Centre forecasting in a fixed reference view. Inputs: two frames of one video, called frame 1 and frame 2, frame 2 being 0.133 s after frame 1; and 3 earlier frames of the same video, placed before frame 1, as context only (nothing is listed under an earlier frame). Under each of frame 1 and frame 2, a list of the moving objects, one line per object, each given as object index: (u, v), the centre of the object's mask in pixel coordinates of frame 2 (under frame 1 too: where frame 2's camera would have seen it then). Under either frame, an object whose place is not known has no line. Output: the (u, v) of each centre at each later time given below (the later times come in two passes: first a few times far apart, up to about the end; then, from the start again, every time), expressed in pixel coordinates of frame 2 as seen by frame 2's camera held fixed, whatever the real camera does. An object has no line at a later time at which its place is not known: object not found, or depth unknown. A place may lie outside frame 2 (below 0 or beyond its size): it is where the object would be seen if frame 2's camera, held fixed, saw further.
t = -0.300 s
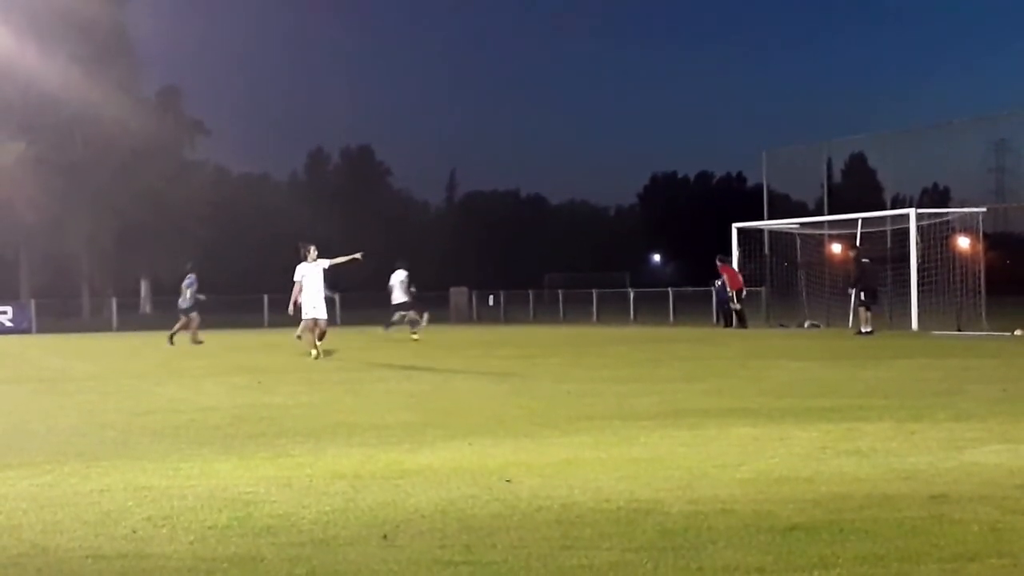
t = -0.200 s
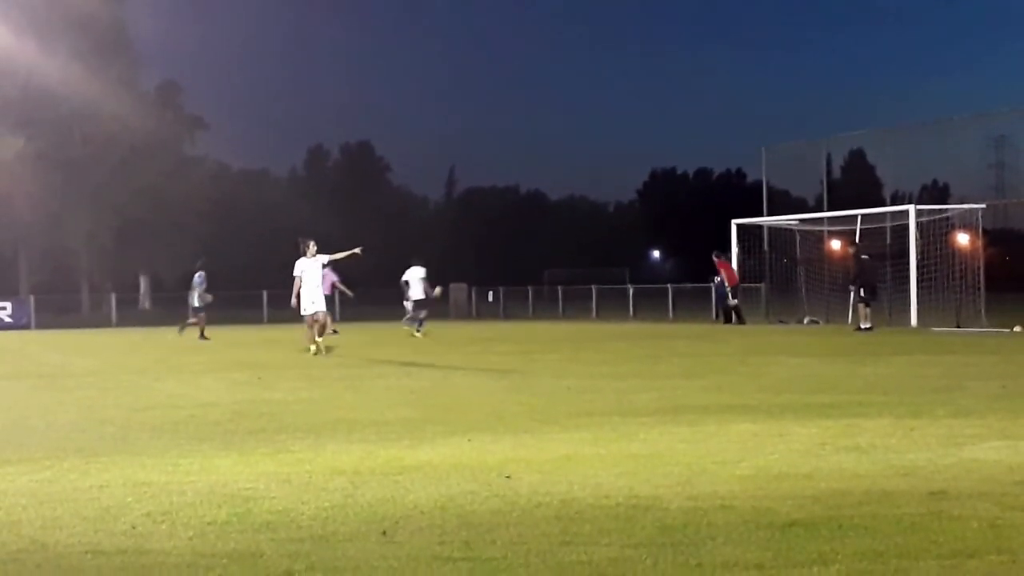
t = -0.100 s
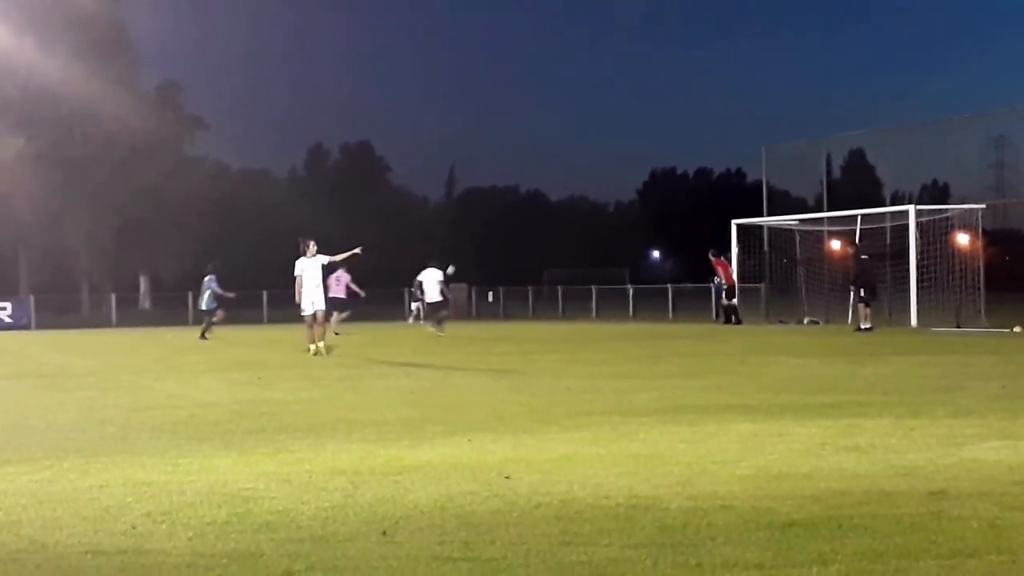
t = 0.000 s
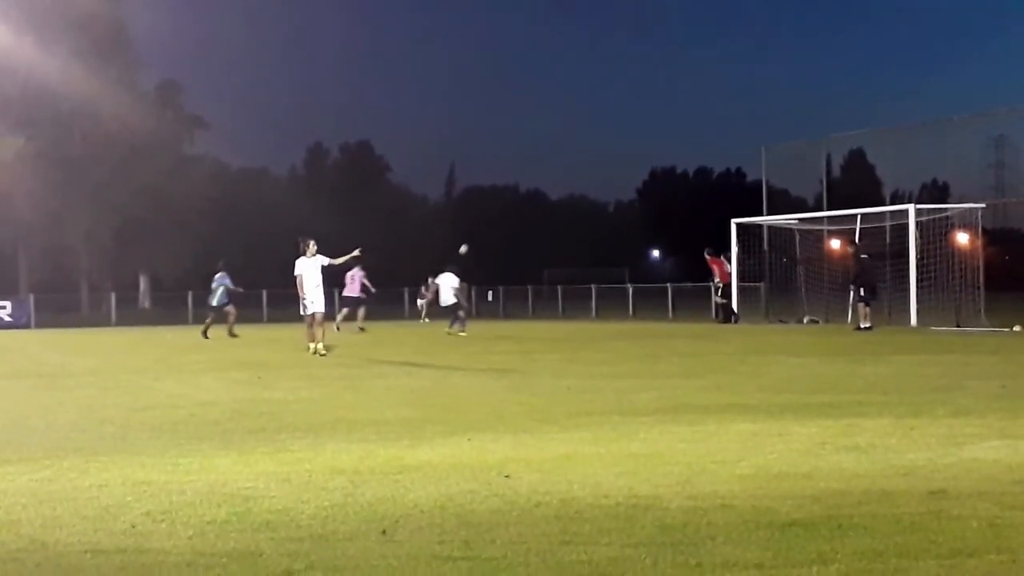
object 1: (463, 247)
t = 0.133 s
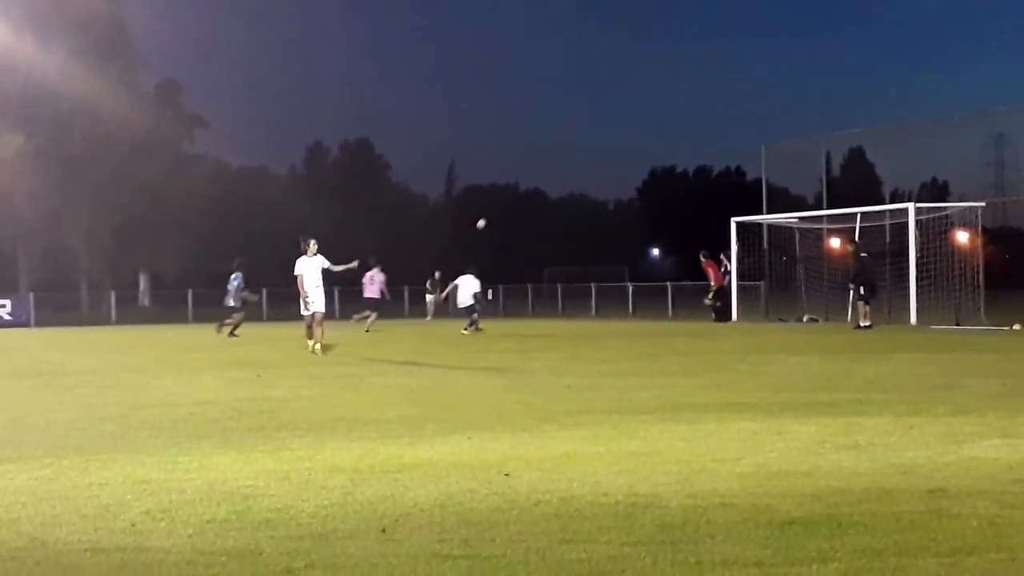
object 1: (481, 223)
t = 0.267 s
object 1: (499, 202)
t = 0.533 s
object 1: (535, 172)
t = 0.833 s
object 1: (577, 160)
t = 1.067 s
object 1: (609, 171)
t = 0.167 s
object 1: (485, 218)
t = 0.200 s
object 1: (490, 212)
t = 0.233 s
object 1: (495, 207)
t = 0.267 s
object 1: (499, 202)
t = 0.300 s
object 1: (504, 198)
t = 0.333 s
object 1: (508, 194)
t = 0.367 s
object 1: (512, 189)
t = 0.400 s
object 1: (517, 185)
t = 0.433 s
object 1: (521, 181)
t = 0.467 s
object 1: (525, 178)
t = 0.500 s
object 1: (531, 175)
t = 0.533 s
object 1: (535, 172)
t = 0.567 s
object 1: (540, 169)
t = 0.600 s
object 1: (544, 167)
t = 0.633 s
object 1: (549, 165)
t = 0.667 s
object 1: (553, 164)
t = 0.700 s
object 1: (558, 162)
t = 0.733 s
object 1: (562, 161)
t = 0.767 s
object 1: (567, 160)
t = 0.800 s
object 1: (572, 160)
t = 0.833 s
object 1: (577, 160)
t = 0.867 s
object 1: (581, 160)
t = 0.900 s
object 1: (586, 161)
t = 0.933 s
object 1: (590, 162)
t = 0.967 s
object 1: (595, 164)
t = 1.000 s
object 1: (600, 166)
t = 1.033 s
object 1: (605, 168)
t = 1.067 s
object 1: (609, 171)
